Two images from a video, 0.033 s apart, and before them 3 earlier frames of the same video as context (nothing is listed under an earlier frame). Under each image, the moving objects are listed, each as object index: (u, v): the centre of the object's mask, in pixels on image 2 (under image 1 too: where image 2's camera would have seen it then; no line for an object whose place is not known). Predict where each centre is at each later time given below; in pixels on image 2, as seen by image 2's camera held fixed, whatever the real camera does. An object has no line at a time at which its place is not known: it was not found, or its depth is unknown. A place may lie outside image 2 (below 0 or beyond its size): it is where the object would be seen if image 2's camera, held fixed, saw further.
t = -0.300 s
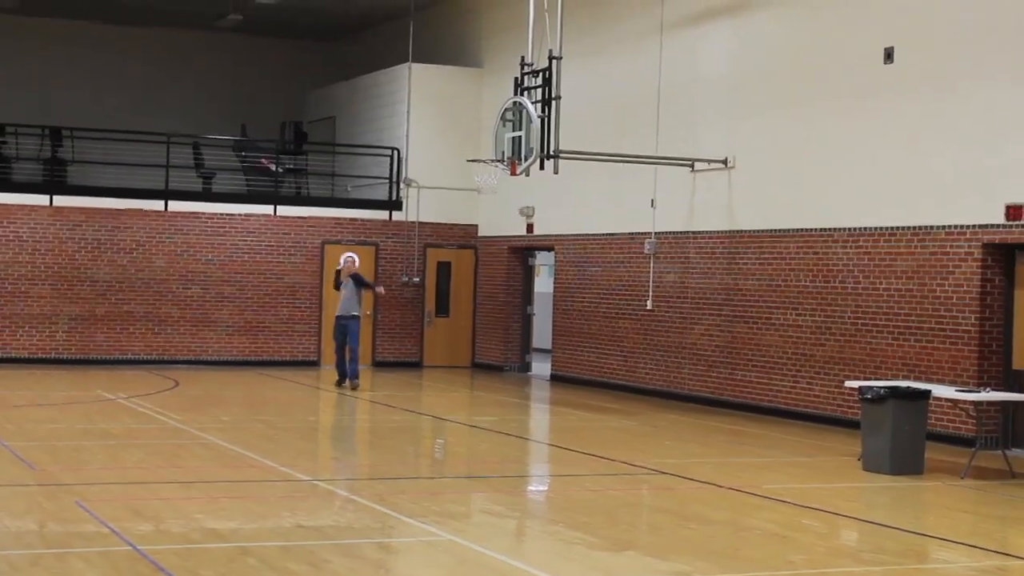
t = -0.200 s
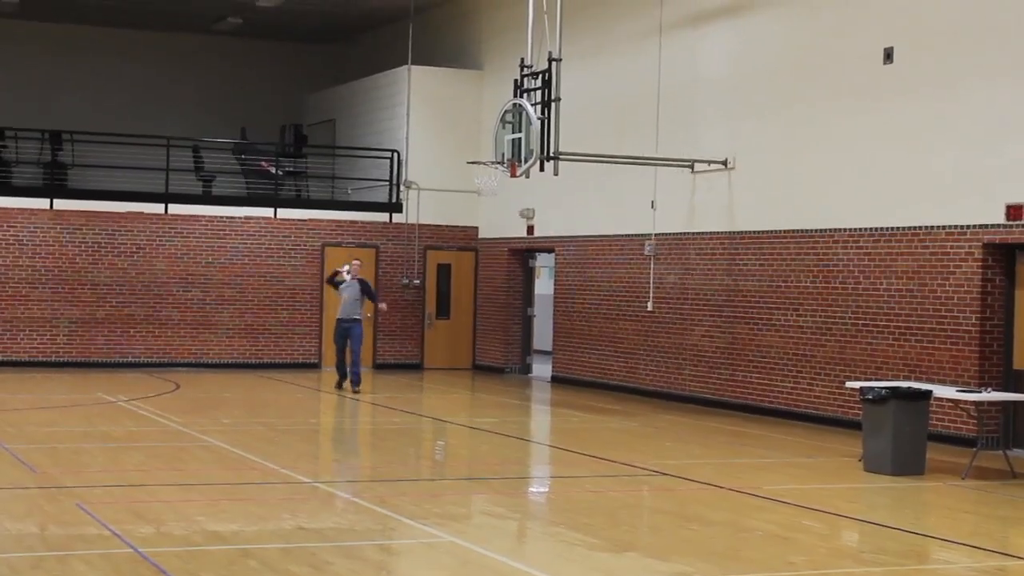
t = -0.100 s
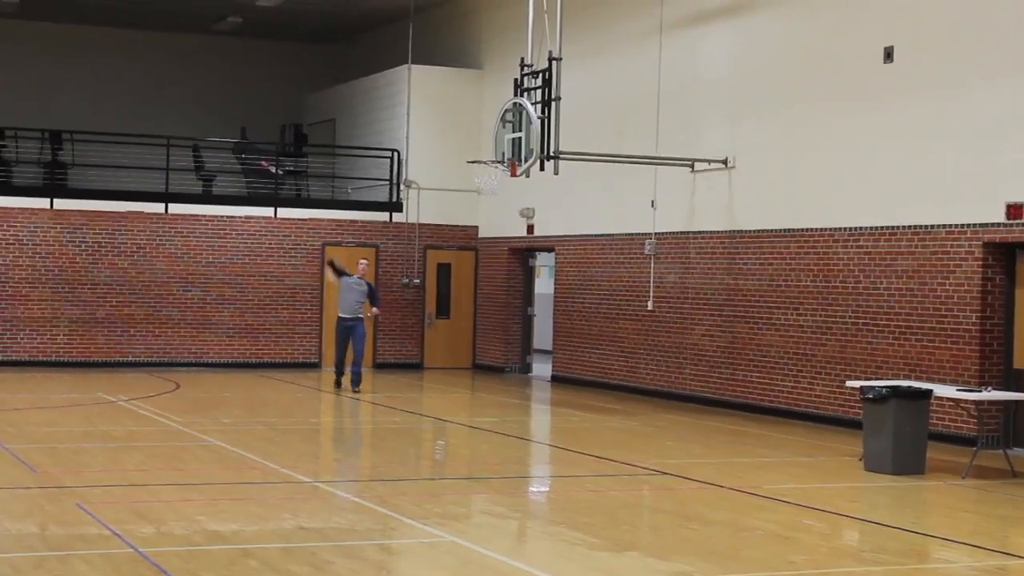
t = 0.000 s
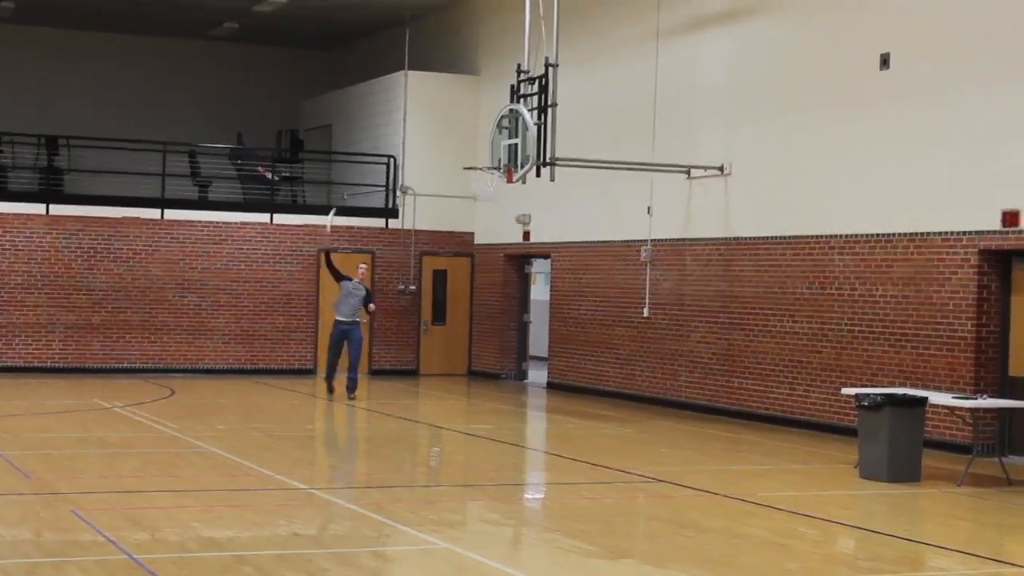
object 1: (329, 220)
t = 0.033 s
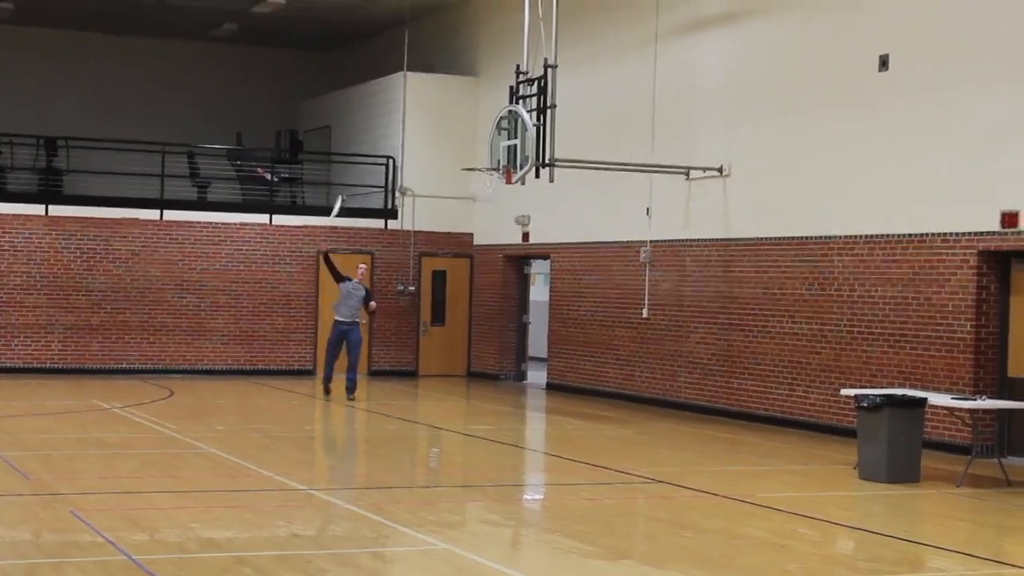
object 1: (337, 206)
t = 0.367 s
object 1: (412, 103)
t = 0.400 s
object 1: (420, 96)
